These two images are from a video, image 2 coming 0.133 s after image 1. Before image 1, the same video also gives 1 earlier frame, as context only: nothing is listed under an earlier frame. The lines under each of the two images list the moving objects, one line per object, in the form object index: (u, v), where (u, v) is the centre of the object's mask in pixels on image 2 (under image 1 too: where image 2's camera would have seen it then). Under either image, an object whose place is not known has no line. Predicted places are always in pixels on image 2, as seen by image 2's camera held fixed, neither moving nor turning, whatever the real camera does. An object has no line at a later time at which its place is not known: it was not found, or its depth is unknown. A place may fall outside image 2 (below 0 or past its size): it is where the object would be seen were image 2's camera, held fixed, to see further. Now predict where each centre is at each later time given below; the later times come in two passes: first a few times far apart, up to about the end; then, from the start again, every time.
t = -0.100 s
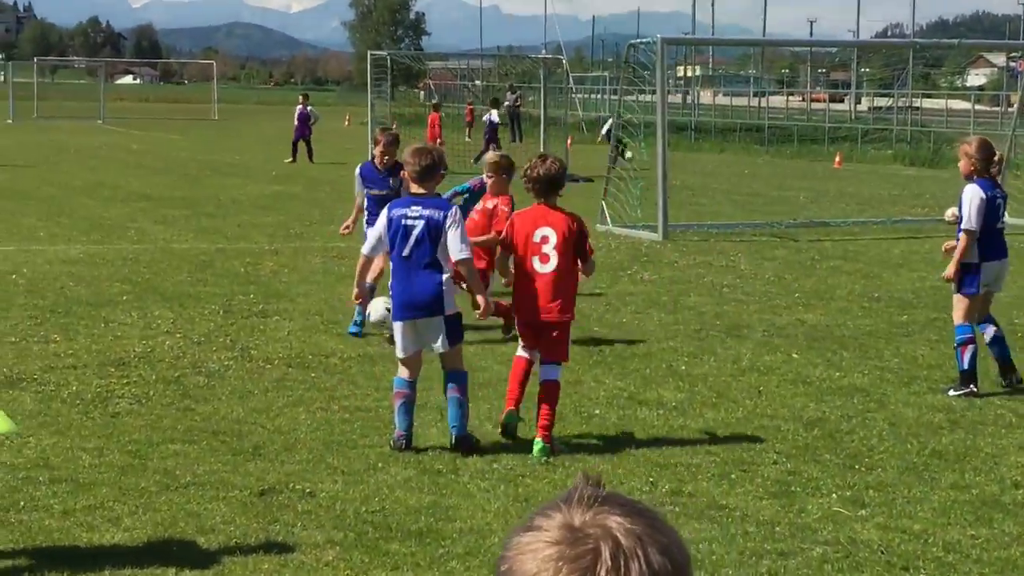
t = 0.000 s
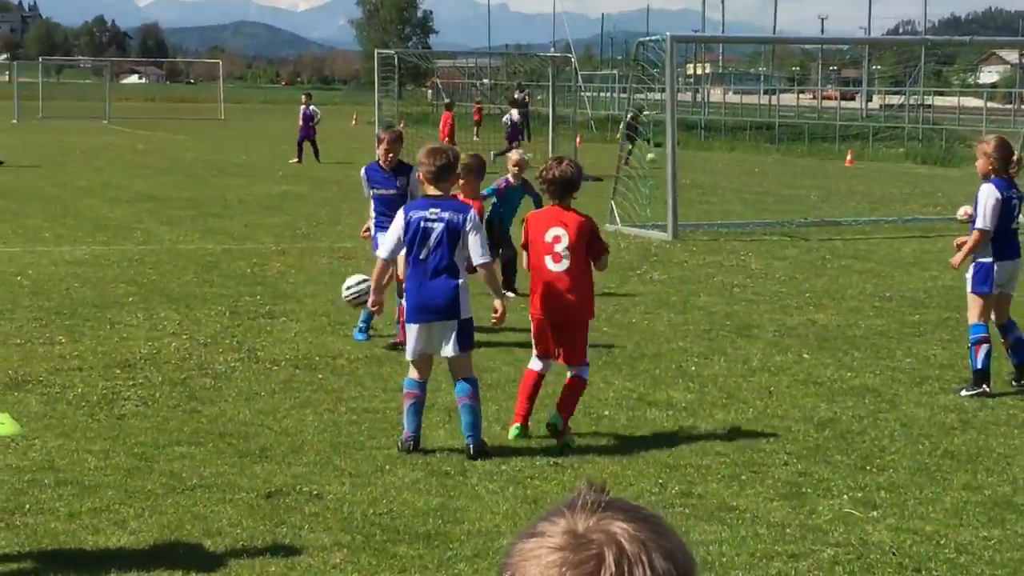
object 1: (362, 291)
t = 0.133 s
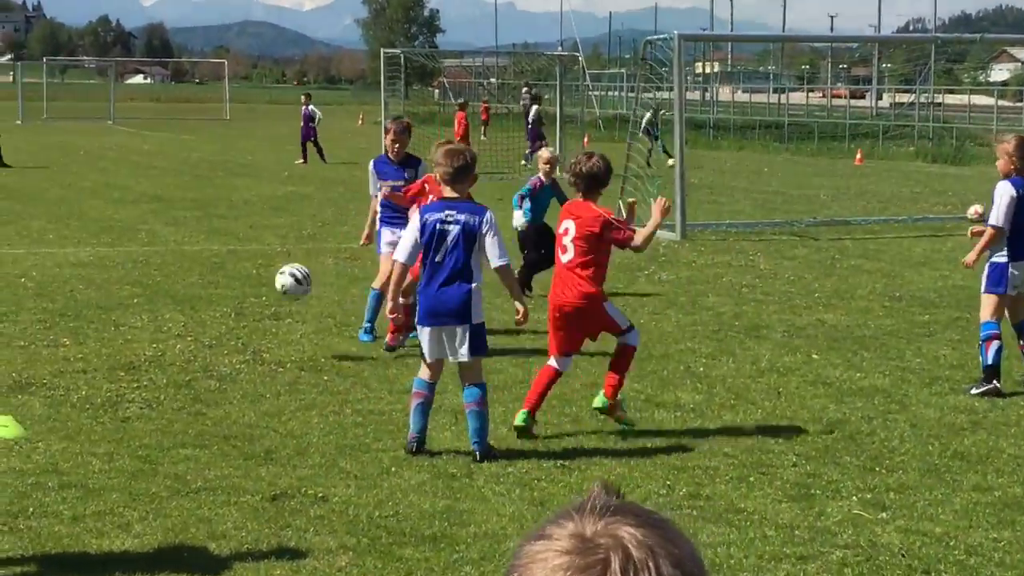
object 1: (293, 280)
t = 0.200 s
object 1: (256, 287)
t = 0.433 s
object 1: (123, 359)
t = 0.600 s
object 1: (71, 337)
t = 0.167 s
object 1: (275, 282)
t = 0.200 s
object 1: (256, 287)
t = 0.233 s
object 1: (237, 293)
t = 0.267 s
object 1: (218, 300)
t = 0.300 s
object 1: (197, 311)
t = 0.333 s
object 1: (177, 323)
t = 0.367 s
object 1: (157, 338)
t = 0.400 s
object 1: (137, 357)
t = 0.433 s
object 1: (123, 359)
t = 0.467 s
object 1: (112, 348)
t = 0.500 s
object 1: (102, 344)
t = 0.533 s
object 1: (92, 340)
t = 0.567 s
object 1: (82, 337)
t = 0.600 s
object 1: (71, 337)
